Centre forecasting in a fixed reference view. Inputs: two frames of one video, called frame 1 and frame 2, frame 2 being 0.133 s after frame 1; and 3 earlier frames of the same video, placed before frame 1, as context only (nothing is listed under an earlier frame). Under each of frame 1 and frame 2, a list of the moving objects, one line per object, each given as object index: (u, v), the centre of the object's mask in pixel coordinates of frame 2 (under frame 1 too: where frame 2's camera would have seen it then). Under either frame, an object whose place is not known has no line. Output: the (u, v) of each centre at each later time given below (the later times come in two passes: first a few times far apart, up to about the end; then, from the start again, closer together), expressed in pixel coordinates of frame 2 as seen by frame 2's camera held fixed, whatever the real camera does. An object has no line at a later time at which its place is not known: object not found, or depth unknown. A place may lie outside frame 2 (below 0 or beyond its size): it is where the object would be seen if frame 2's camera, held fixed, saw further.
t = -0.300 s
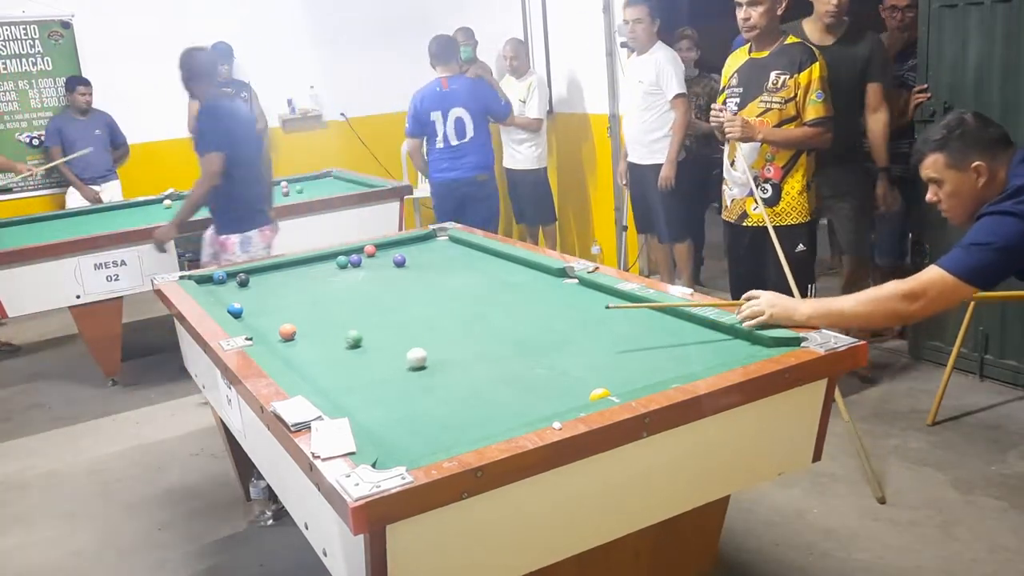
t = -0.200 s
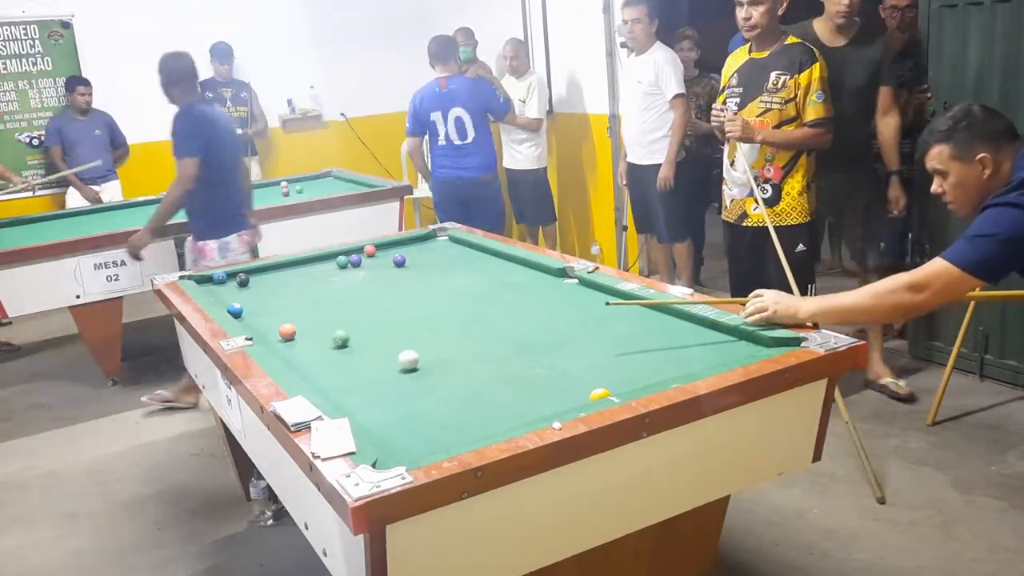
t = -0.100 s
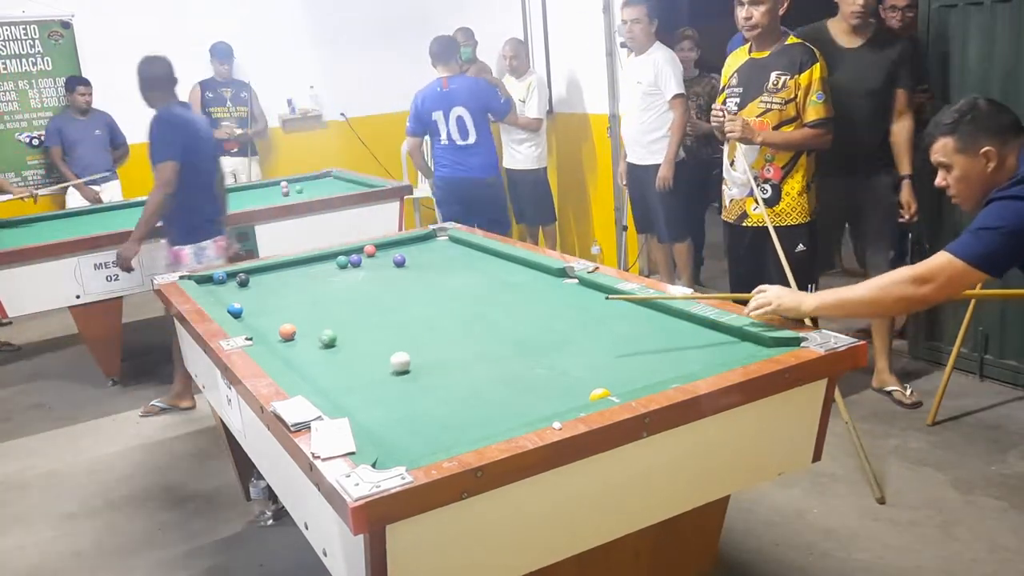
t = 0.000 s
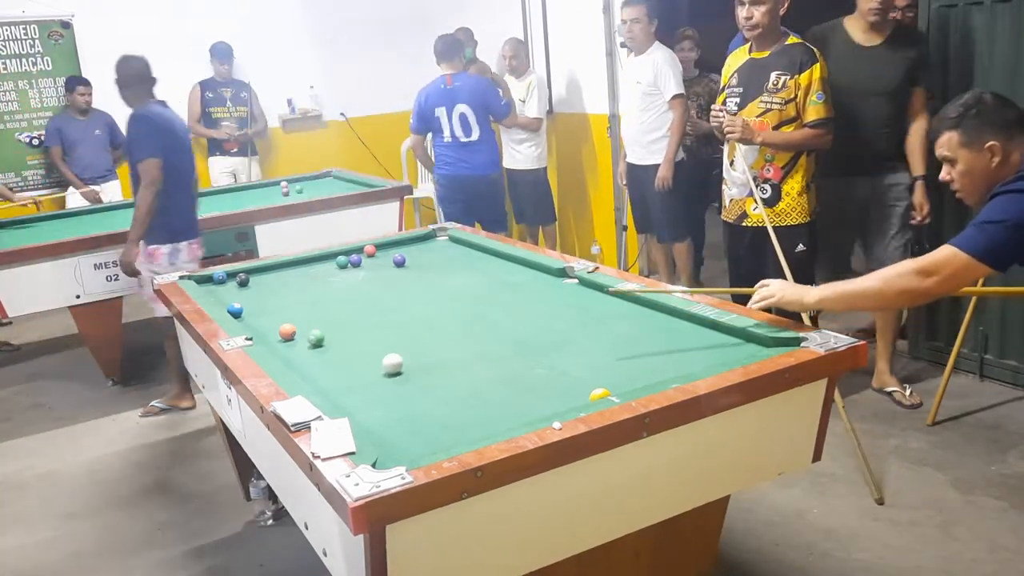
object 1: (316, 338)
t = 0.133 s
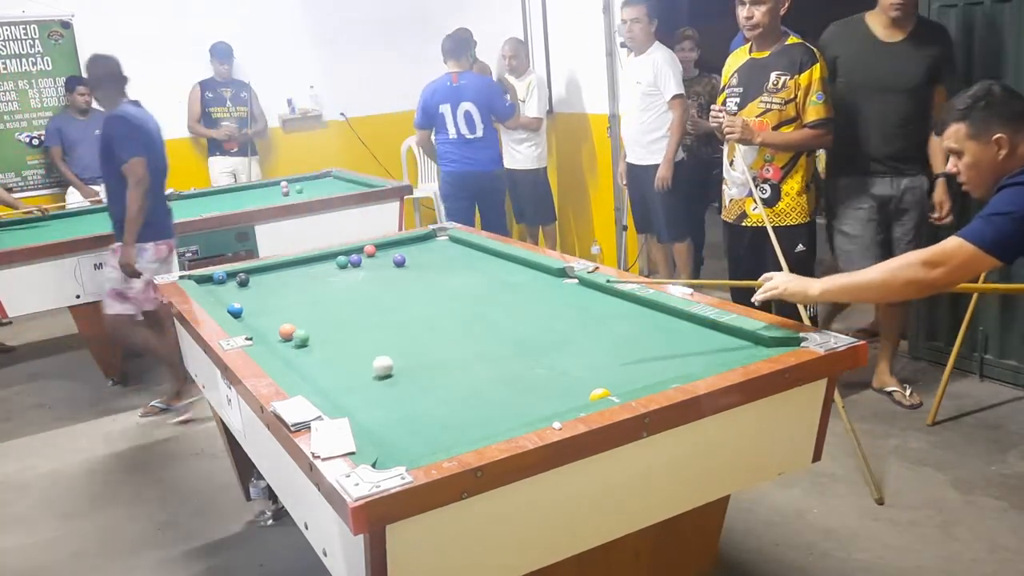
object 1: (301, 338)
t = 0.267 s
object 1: (286, 339)
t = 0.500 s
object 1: (263, 337)
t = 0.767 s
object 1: (270, 334)
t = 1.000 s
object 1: (273, 331)
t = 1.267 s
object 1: (274, 329)
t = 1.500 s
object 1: (275, 328)
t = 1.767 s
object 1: (276, 327)
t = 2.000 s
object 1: (276, 327)
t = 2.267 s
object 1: (276, 327)
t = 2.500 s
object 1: (276, 327)
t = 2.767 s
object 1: (276, 327)
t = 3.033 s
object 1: (276, 327)
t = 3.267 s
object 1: (276, 327)
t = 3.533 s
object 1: (276, 327)
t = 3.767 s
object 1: (276, 327)
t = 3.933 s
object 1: (276, 328)
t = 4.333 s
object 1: (276, 327)
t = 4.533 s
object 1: (276, 327)
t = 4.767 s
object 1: (276, 327)
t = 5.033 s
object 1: (276, 327)
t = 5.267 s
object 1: (276, 327)
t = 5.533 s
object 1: (276, 327)
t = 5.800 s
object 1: (276, 327)
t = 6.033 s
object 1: (276, 327)
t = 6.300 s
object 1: (272, 327)
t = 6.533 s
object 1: (276, 327)
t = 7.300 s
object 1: (276, 327)
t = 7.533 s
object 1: (276, 327)
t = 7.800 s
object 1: (276, 327)
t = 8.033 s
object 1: (276, 327)
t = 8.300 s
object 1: (276, 327)
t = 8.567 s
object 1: (276, 327)
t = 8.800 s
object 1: (276, 327)
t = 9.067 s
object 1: (276, 327)
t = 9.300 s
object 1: (276, 327)
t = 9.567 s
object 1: (276, 327)
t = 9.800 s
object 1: (276, 327)
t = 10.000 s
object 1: (276, 327)
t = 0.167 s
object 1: (296, 338)
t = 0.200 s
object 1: (293, 338)
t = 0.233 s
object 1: (290, 338)
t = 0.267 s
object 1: (286, 339)
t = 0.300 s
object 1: (282, 339)
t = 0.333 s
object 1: (279, 338)
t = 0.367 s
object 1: (276, 339)
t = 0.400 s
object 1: (272, 338)
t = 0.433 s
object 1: (269, 338)
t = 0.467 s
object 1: (266, 338)
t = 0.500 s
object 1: (263, 337)
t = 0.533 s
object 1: (262, 337)
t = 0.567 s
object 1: (263, 337)
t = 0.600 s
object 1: (264, 336)
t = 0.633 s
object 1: (266, 336)
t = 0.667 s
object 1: (267, 335)
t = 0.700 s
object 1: (269, 335)
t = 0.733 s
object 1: (270, 334)
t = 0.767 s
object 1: (270, 334)
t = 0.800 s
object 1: (271, 333)
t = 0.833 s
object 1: (271, 333)
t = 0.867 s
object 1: (271, 333)
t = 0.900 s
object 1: (272, 332)
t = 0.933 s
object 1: (272, 332)
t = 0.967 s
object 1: (273, 331)
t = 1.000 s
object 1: (273, 331)
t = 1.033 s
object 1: (273, 331)
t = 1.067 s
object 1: (273, 330)
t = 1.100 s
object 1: (274, 330)
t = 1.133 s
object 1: (274, 330)
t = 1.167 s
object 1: (274, 330)
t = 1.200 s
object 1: (274, 329)
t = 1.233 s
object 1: (274, 329)
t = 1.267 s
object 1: (274, 329)
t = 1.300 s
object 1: (275, 329)
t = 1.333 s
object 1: (275, 329)
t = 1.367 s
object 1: (275, 328)
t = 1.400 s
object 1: (275, 328)
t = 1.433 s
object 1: (275, 328)
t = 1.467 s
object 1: (275, 328)
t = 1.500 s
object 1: (275, 328)
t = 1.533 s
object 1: (276, 328)
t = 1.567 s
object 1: (276, 328)
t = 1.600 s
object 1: (276, 327)
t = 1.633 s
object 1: (276, 327)
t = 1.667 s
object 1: (276, 327)
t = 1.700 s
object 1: (276, 327)
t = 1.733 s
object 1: (276, 327)
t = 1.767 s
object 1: (276, 327)
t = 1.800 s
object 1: (276, 327)
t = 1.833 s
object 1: (276, 327)
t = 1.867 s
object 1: (276, 327)
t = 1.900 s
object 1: (276, 327)
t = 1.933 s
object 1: (276, 327)
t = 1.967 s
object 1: (276, 327)
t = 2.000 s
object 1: (276, 327)
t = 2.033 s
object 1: (276, 327)
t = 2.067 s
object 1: (276, 327)
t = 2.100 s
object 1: (276, 327)
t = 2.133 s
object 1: (276, 327)
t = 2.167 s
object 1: (276, 327)
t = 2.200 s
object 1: (276, 327)
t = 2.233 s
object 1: (276, 327)
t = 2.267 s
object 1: (276, 327)
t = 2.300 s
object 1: (276, 327)
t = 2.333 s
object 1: (276, 327)
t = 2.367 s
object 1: (276, 327)
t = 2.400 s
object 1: (276, 327)
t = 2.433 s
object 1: (276, 327)
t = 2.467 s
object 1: (276, 327)
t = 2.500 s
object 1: (276, 327)
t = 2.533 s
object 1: (276, 327)
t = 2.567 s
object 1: (276, 327)
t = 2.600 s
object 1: (276, 327)
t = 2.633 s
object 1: (276, 327)
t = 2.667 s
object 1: (276, 327)
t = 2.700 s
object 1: (276, 327)
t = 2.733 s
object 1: (276, 327)
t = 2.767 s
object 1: (276, 327)
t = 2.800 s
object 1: (276, 327)
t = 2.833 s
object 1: (276, 327)
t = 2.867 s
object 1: (276, 327)
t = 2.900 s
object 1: (276, 327)
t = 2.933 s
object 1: (276, 327)
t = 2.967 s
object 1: (276, 327)
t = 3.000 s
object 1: (276, 327)
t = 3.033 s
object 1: (276, 327)
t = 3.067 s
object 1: (276, 327)
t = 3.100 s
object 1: (276, 327)
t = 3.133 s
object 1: (276, 327)
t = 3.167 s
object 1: (276, 327)
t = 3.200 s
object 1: (276, 327)
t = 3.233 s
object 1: (276, 327)
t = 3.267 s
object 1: (276, 327)
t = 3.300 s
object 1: (276, 327)
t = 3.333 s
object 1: (276, 327)
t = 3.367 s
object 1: (276, 327)
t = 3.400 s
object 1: (276, 327)
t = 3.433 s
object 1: (276, 327)
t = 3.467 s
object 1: (276, 327)
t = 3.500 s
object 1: (276, 327)
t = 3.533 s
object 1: (276, 327)
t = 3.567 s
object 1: (276, 327)
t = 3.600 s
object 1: (276, 327)
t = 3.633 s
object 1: (276, 327)
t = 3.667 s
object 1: (276, 327)
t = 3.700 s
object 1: (276, 327)
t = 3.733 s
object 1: (276, 327)
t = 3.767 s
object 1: (276, 327)
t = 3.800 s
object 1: (276, 327)
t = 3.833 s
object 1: (276, 327)
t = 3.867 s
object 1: (276, 327)
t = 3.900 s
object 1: (276, 327)
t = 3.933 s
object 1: (276, 328)
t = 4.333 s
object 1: (276, 327)
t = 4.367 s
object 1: (276, 327)
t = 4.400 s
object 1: (276, 327)
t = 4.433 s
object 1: (276, 327)
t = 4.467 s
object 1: (276, 327)
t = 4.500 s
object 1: (276, 327)
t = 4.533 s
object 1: (276, 327)
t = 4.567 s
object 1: (276, 327)
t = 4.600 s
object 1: (276, 327)
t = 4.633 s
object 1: (276, 327)
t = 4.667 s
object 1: (276, 327)
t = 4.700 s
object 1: (276, 327)
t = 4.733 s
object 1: (276, 327)
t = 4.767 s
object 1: (276, 327)
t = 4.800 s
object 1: (276, 327)
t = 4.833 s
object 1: (276, 327)
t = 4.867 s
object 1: (276, 327)
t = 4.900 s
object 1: (276, 327)
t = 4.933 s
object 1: (276, 327)
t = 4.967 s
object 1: (276, 327)
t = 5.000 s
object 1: (276, 327)
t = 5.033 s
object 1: (276, 327)
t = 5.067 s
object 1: (276, 327)
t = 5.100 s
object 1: (276, 327)
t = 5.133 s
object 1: (276, 327)
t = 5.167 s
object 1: (276, 327)
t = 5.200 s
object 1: (276, 327)
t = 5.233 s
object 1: (276, 327)
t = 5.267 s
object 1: (276, 327)
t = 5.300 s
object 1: (276, 327)
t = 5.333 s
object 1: (276, 327)
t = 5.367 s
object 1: (276, 327)
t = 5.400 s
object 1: (276, 327)
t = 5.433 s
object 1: (276, 327)
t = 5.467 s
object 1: (276, 327)
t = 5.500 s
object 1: (276, 327)
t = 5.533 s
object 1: (276, 327)
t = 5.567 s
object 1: (276, 327)
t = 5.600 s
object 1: (276, 327)
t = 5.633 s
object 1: (276, 327)
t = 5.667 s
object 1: (276, 327)
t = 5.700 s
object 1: (276, 327)
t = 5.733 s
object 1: (276, 327)
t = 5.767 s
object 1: (276, 327)
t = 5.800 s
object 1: (276, 327)
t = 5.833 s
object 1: (276, 327)
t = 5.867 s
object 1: (276, 327)
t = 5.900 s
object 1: (276, 327)
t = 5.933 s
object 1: (277, 327)
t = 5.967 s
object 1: (276, 327)
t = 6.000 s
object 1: (276, 327)
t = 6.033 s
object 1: (276, 327)
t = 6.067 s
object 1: (276, 327)
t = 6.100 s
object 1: (276, 327)
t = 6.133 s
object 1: (276, 327)
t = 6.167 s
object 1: (276, 327)
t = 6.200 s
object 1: (276, 327)
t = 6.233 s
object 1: (276, 327)
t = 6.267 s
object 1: (276, 327)
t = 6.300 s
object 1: (272, 327)
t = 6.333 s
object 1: (276, 327)
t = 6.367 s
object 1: (276, 327)
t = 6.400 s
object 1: (276, 327)
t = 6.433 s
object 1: (276, 327)
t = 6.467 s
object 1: (276, 327)
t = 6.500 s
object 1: (276, 327)
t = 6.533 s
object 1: (276, 327)
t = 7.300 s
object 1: (276, 327)
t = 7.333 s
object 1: (276, 327)
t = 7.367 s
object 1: (276, 327)
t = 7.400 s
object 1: (276, 327)
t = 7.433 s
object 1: (276, 327)
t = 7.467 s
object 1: (276, 327)
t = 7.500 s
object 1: (276, 327)
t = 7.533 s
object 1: (276, 327)
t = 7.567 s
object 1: (276, 327)
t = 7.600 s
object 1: (276, 327)
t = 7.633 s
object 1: (276, 327)
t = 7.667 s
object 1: (276, 327)
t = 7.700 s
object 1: (276, 327)
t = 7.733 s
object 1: (276, 327)
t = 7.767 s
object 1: (276, 327)
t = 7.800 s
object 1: (276, 327)
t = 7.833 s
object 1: (276, 327)
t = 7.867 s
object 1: (276, 327)
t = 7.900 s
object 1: (276, 327)
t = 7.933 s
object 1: (276, 327)
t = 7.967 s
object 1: (276, 327)
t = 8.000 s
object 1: (276, 327)
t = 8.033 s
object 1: (276, 327)
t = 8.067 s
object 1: (276, 327)
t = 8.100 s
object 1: (276, 327)
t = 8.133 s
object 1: (276, 327)
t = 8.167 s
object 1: (276, 327)
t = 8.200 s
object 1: (276, 327)
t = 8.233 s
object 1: (276, 327)
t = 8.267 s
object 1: (276, 327)
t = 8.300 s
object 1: (276, 327)
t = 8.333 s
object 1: (276, 327)
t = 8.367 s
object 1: (276, 327)
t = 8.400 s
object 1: (276, 327)
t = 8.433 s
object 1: (276, 327)
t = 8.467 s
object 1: (276, 327)
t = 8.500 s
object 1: (276, 327)
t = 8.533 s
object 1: (276, 327)
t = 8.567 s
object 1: (276, 327)
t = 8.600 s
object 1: (276, 327)
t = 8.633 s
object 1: (276, 327)
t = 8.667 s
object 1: (276, 327)
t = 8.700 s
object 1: (276, 327)
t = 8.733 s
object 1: (276, 327)
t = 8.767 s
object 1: (276, 327)
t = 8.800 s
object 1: (276, 327)
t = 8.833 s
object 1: (276, 327)
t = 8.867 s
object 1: (276, 327)
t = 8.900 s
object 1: (276, 327)
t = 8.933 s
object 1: (276, 327)
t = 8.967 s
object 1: (276, 327)
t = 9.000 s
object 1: (276, 327)
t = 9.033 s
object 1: (276, 327)
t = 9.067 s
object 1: (276, 327)
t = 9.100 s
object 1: (276, 327)
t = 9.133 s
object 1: (276, 327)
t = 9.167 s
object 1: (276, 327)
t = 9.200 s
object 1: (276, 327)
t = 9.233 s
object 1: (276, 327)
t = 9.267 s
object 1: (276, 327)
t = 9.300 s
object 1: (276, 327)
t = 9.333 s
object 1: (276, 327)
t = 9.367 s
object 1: (276, 327)
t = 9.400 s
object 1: (276, 327)
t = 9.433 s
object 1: (276, 327)
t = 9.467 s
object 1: (276, 327)
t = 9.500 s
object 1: (276, 327)
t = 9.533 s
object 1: (276, 327)
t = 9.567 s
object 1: (276, 327)
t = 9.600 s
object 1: (276, 327)
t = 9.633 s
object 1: (276, 327)
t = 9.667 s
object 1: (276, 327)
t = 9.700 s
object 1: (276, 327)
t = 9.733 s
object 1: (276, 327)
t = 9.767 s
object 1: (276, 327)
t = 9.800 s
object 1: (276, 327)
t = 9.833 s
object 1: (276, 327)
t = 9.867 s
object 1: (276, 327)
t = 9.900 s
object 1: (276, 327)
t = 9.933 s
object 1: (276, 327)
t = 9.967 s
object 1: (276, 327)
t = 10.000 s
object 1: (276, 327)
